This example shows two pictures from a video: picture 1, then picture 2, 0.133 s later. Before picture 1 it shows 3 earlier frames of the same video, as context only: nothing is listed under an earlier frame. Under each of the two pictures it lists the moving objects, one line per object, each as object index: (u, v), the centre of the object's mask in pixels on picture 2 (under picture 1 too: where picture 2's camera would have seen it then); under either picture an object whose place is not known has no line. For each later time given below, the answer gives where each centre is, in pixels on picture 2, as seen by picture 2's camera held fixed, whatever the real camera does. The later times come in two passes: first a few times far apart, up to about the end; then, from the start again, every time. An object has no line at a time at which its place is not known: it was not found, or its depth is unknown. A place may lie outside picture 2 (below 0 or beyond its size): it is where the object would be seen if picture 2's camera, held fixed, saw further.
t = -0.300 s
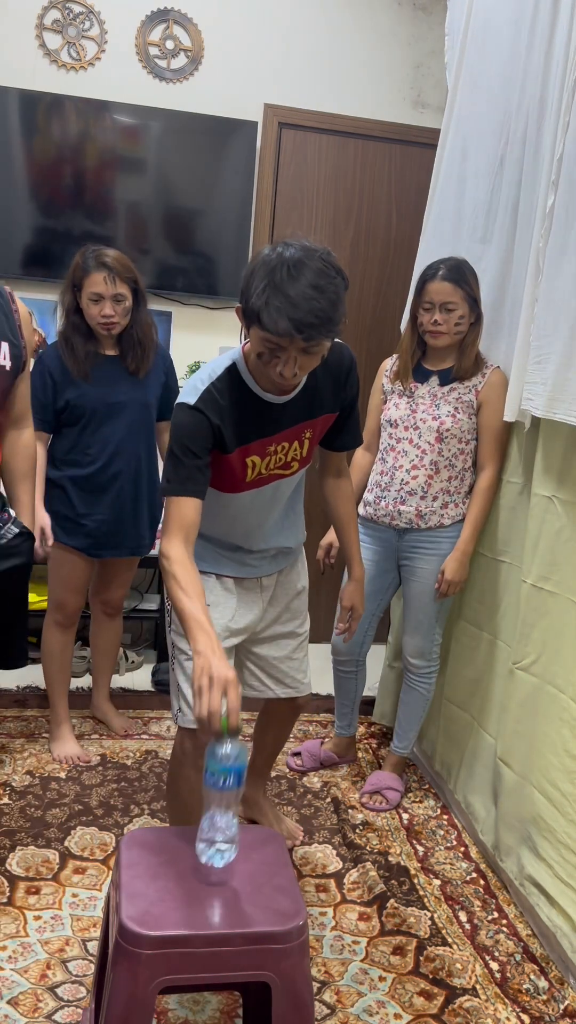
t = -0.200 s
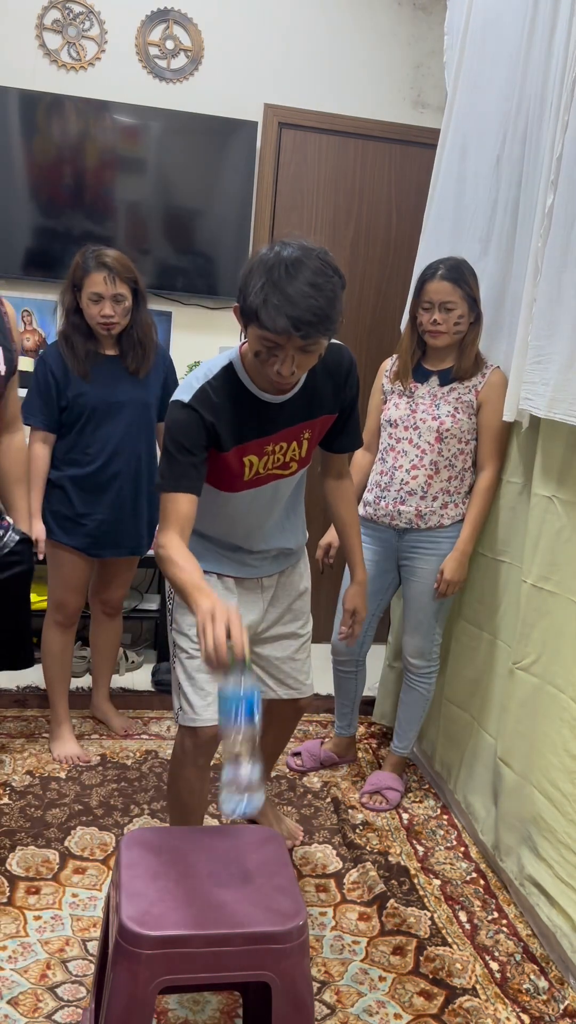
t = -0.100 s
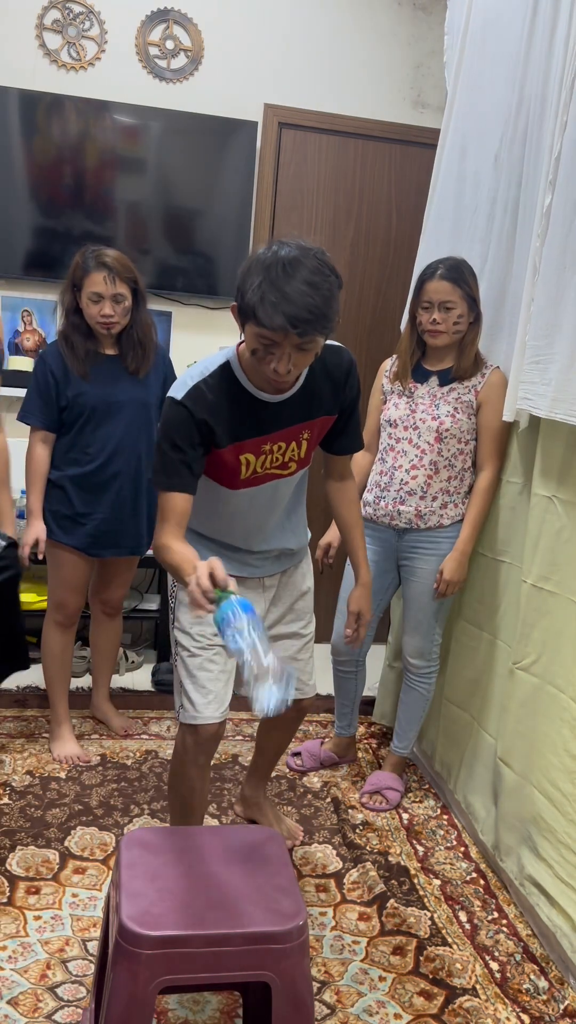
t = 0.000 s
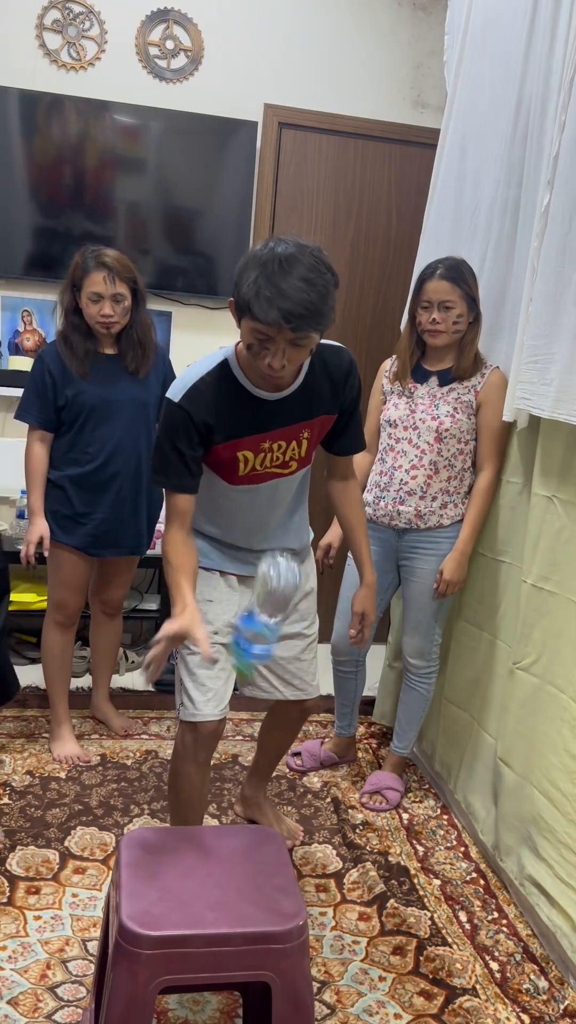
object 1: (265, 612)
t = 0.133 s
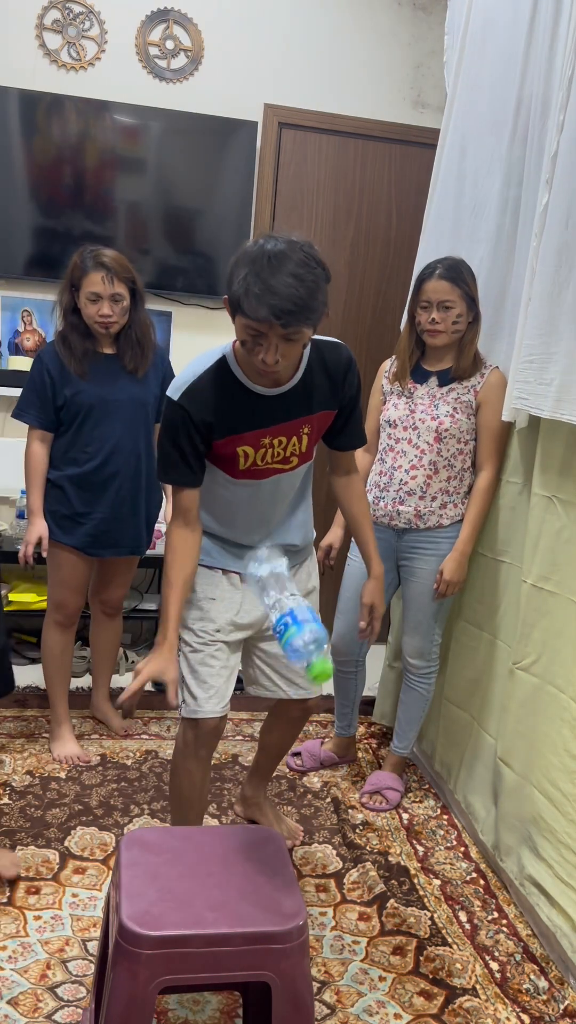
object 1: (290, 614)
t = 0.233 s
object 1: (281, 666)
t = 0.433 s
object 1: (265, 892)
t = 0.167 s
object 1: (289, 623)
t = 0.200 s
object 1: (286, 638)
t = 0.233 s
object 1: (281, 666)
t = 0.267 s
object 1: (276, 699)
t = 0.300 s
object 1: (272, 740)
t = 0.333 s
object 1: (269, 787)
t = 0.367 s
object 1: (262, 841)
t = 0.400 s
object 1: (264, 861)
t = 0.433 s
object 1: (265, 892)
